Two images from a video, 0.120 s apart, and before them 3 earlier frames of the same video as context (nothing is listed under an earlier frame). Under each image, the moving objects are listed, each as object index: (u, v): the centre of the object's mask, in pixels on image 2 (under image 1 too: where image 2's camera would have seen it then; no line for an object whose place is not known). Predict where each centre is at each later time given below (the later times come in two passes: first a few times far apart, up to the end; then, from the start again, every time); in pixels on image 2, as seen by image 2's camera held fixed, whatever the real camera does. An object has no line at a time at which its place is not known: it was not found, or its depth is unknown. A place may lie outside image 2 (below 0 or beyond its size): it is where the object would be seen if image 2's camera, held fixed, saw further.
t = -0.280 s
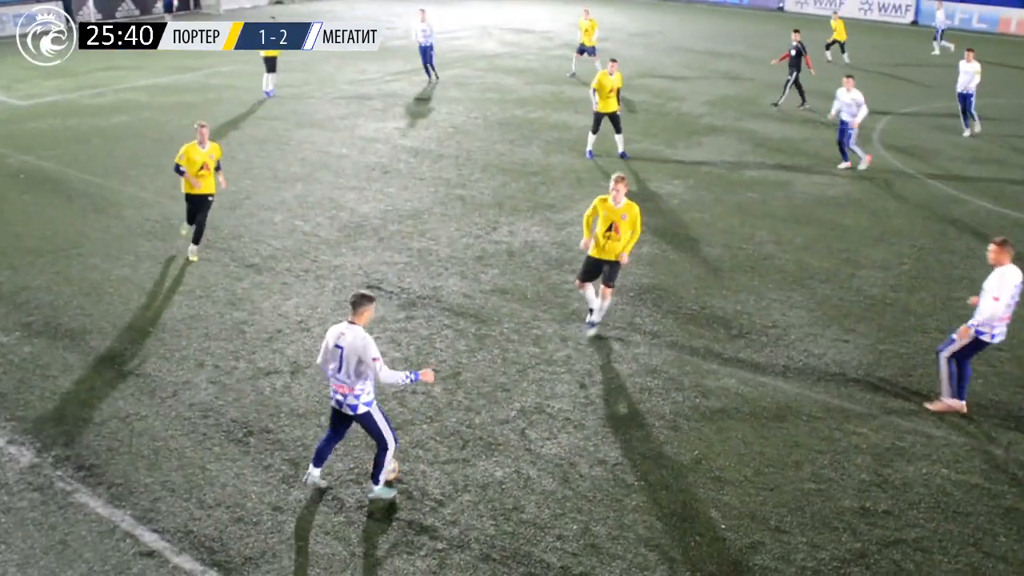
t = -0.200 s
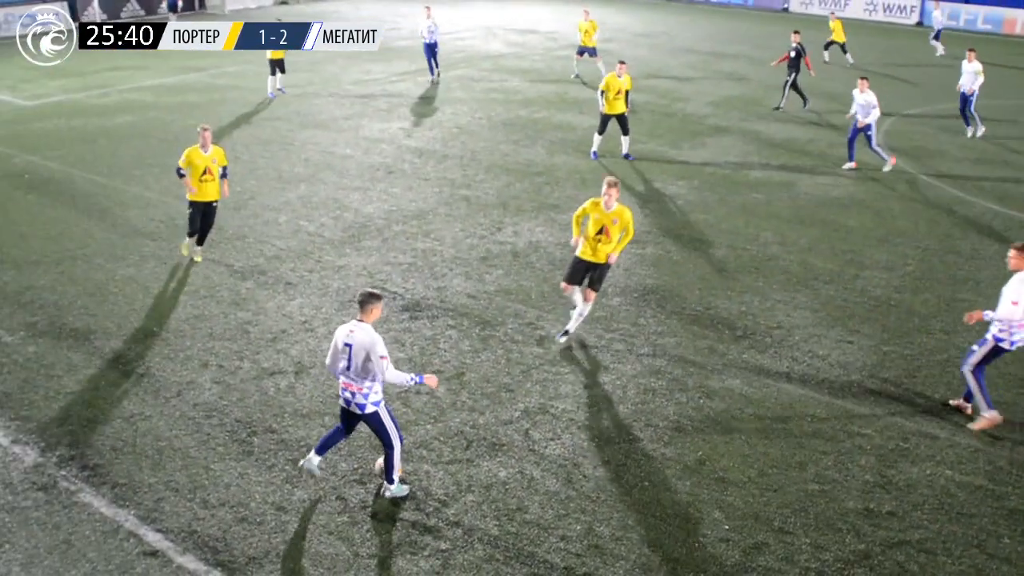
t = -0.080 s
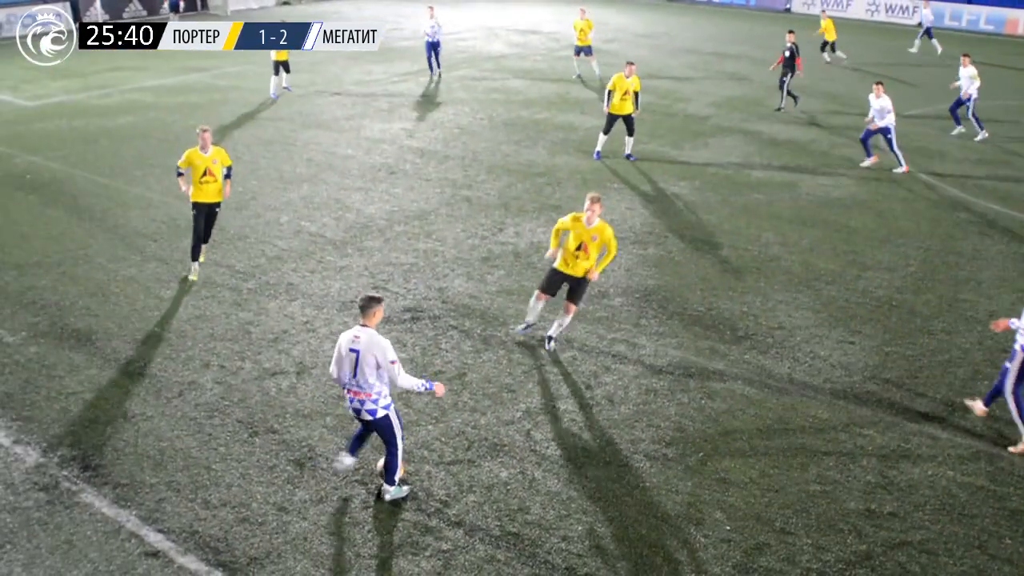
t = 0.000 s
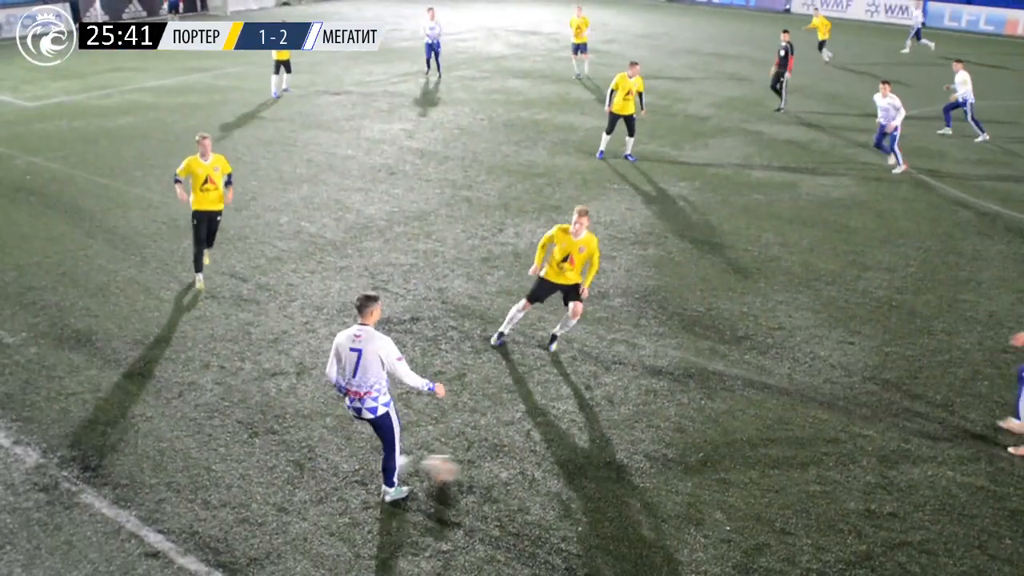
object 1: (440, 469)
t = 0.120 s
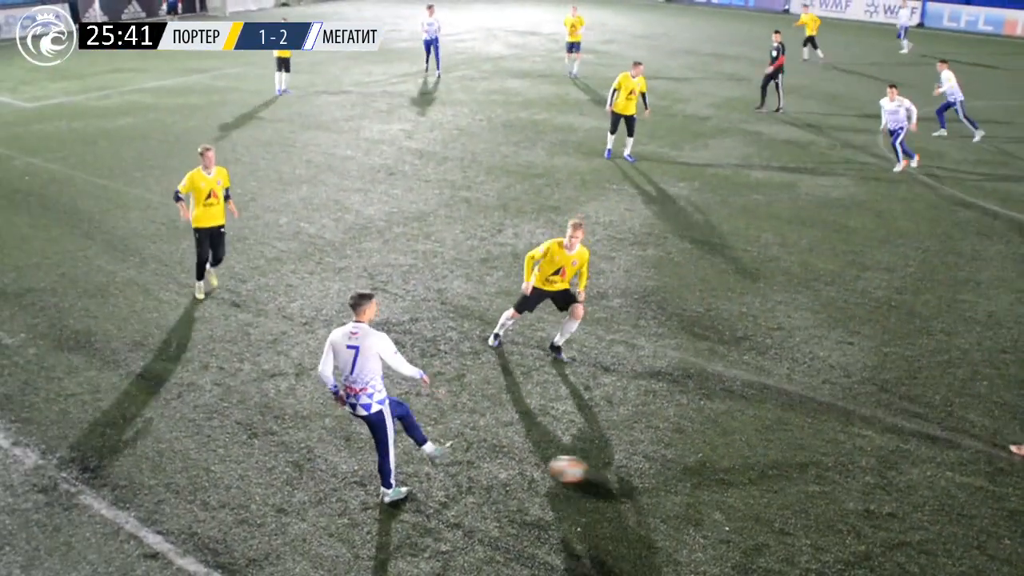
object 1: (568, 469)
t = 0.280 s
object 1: (720, 468)
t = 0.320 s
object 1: (755, 469)
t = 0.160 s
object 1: (607, 469)
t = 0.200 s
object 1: (646, 469)
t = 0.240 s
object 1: (684, 468)
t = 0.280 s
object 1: (720, 468)
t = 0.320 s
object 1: (755, 469)
